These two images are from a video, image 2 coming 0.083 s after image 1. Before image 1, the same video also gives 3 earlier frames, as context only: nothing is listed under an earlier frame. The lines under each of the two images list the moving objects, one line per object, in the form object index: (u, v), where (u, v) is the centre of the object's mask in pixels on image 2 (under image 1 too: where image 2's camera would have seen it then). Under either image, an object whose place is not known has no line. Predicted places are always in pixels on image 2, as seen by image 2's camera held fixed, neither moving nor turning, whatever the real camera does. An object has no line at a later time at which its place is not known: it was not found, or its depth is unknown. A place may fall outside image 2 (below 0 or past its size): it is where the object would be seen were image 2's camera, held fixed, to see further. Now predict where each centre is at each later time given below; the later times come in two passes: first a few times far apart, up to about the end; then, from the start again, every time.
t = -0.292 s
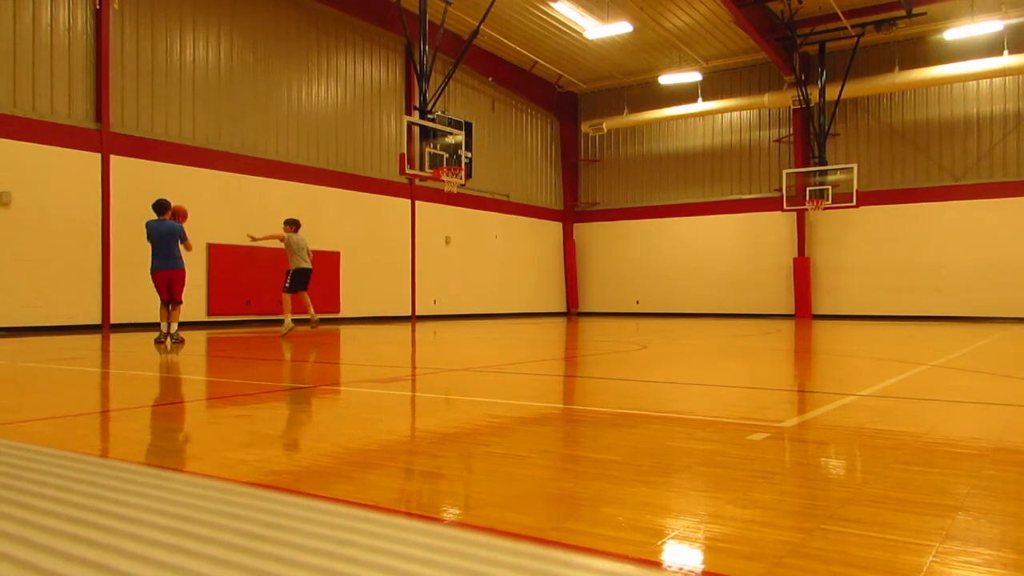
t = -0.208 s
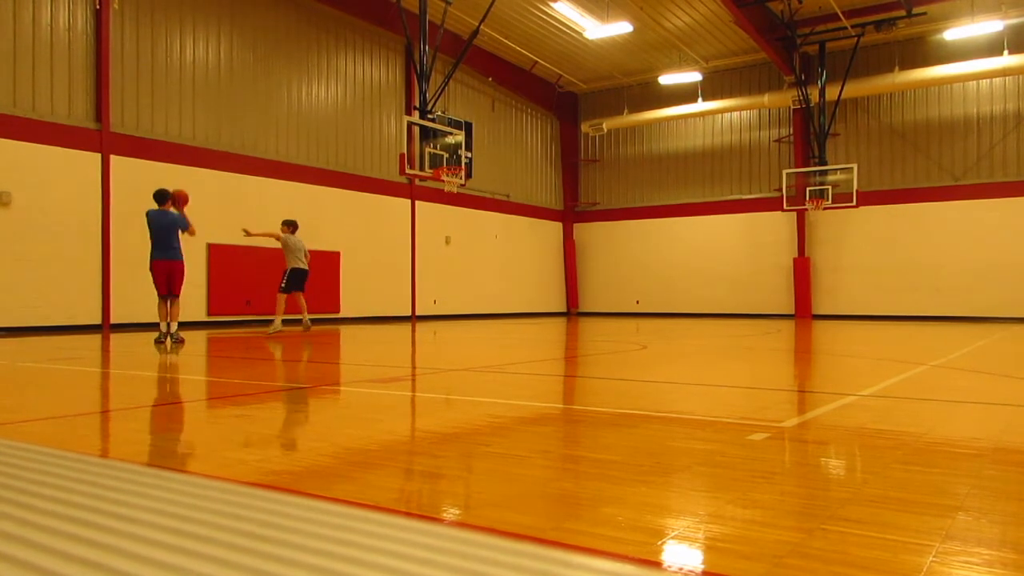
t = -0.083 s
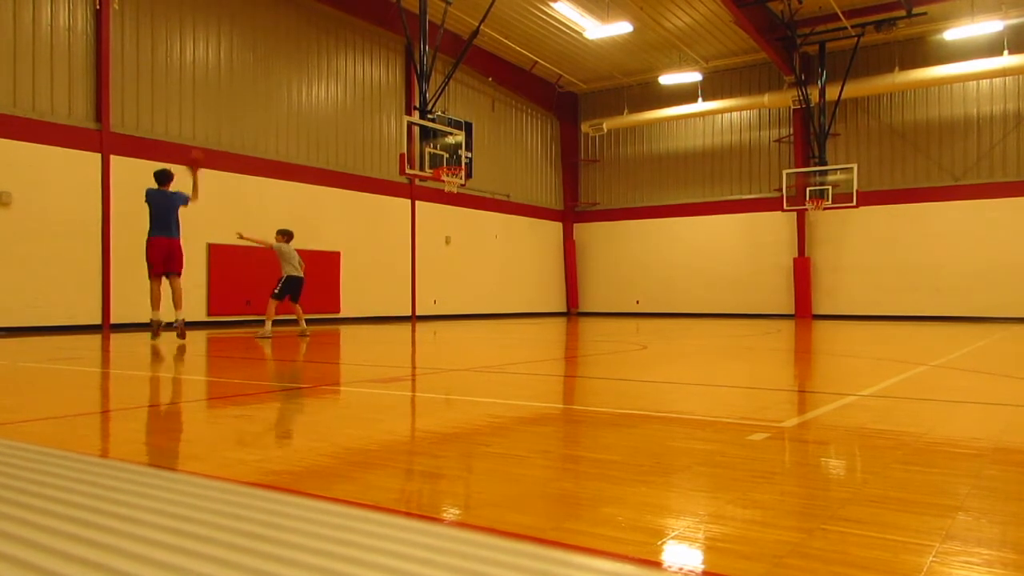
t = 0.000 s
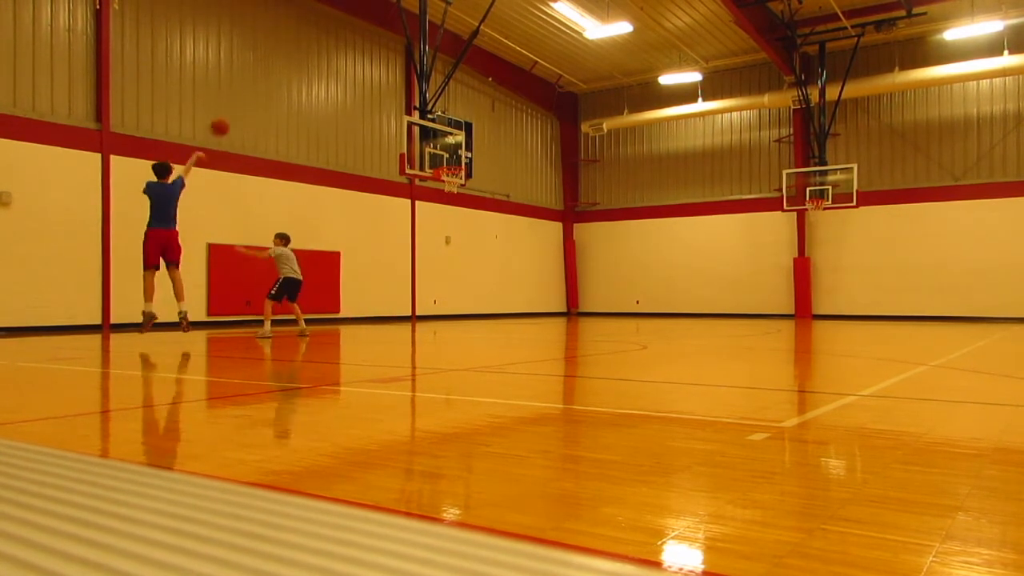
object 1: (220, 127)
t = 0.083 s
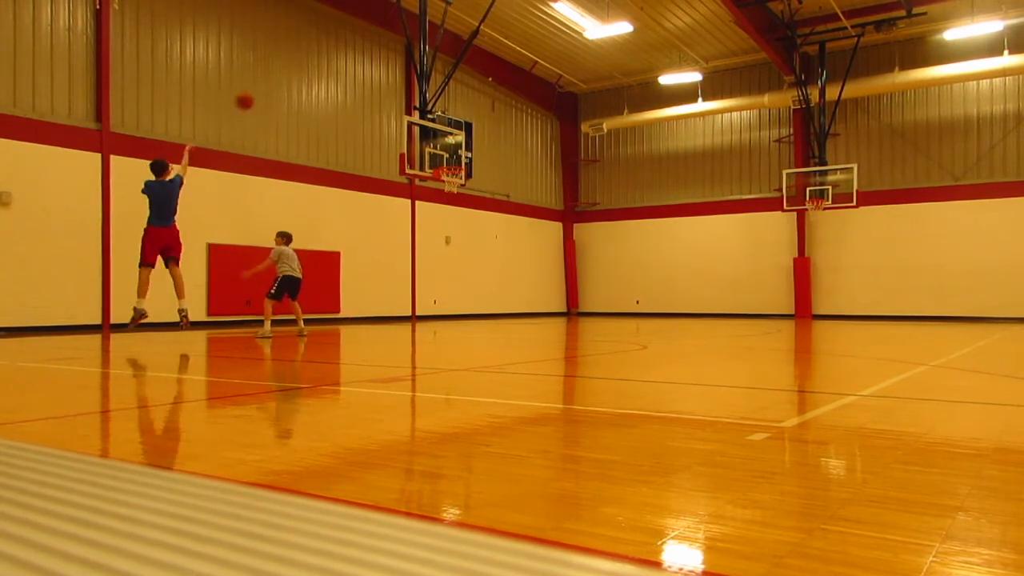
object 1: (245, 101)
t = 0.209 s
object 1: (278, 73)
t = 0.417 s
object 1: (327, 53)
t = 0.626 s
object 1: (370, 61)
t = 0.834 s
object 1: (405, 91)
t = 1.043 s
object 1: (437, 140)
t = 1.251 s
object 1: (459, 188)
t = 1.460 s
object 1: (471, 223)
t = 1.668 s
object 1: (482, 276)
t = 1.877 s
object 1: (488, 301)
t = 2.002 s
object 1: (486, 274)
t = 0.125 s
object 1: (256, 90)
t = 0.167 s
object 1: (267, 81)
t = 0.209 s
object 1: (278, 73)
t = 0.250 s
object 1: (289, 66)
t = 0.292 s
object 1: (299, 61)
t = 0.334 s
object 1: (309, 57)
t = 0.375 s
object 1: (318, 54)
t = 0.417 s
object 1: (327, 53)
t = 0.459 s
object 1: (336, 53)
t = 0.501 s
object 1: (345, 53)
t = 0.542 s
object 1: (353, 55)
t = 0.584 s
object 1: (361, 57)
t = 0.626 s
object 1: (370, 61)
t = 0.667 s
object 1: (377, 65)
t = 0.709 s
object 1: (385, 71)
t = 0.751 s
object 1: (391, 77)
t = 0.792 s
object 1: (398, 84)
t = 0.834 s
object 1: (405, 91)
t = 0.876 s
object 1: (412, 99)
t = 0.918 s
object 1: (419, 109)
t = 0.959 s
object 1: (424, 118)
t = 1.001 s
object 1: (430, 131)
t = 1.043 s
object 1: (437, 140)
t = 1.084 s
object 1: (442, 152)
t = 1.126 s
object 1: (448, 162)
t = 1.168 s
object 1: (453, 171)
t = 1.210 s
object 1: (456, 186)
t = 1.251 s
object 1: (459, 188)
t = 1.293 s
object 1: (462, 191)
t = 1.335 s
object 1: (465, 197)
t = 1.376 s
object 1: (466, 207)
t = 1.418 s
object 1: (468, 215)
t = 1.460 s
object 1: (471, 223)
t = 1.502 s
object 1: (473, 232)
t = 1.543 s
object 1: (475, 242)
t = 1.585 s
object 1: (477, 253)
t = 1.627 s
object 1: (480, 264)
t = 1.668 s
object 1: (482, 276)
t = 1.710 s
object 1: (484, 288)
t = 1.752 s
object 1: (486, 302)
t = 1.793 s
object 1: (489, 315)
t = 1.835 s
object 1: (489, 313)
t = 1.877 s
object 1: (488, 301)
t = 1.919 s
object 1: (487, 291)
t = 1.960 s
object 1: (487, 282)
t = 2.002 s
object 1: (486, 274)
